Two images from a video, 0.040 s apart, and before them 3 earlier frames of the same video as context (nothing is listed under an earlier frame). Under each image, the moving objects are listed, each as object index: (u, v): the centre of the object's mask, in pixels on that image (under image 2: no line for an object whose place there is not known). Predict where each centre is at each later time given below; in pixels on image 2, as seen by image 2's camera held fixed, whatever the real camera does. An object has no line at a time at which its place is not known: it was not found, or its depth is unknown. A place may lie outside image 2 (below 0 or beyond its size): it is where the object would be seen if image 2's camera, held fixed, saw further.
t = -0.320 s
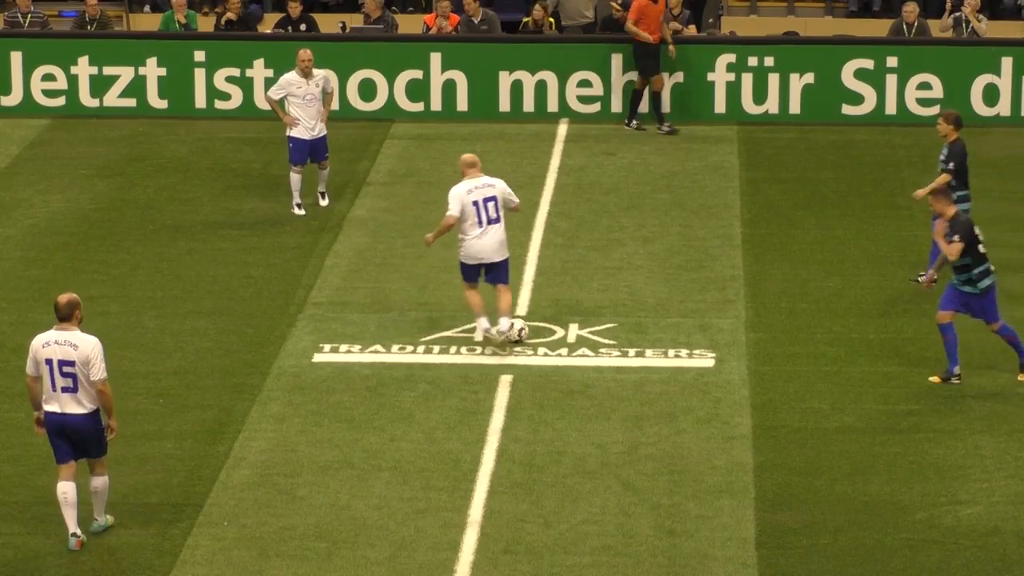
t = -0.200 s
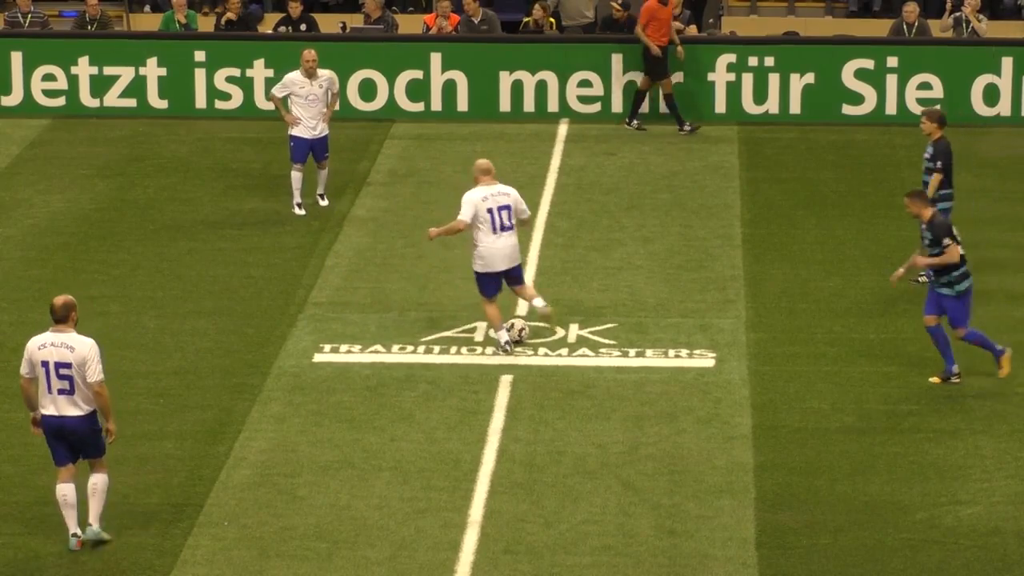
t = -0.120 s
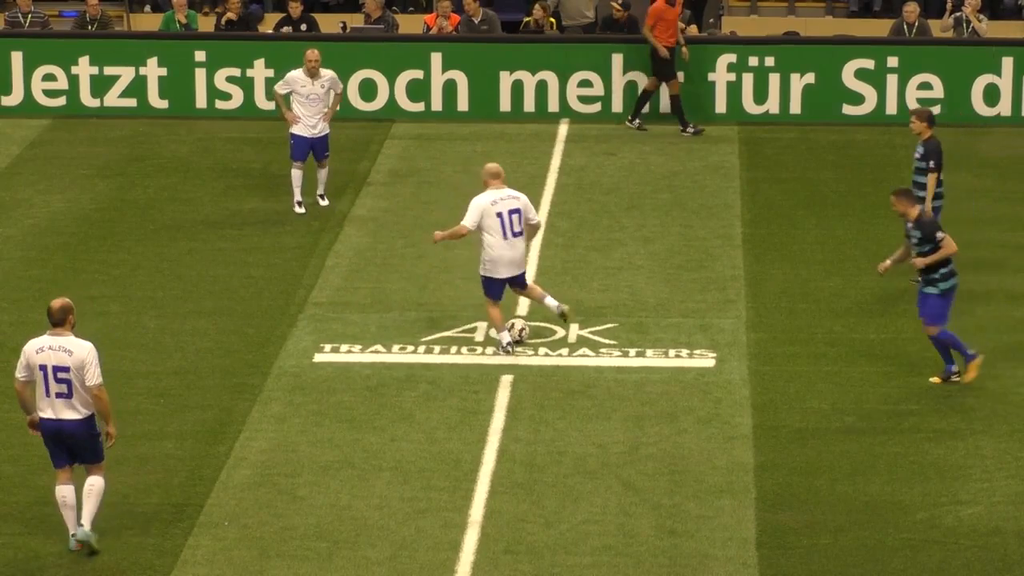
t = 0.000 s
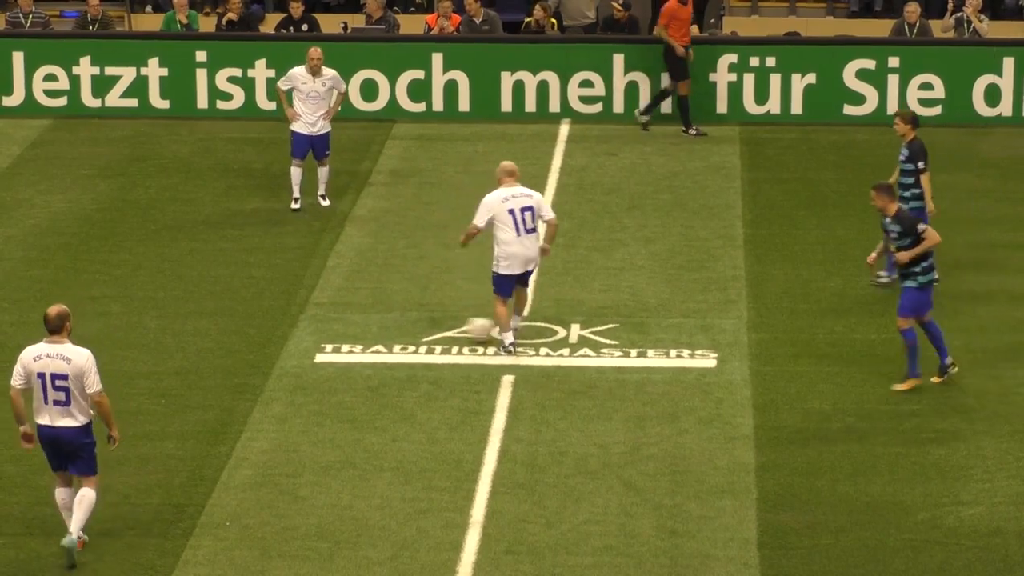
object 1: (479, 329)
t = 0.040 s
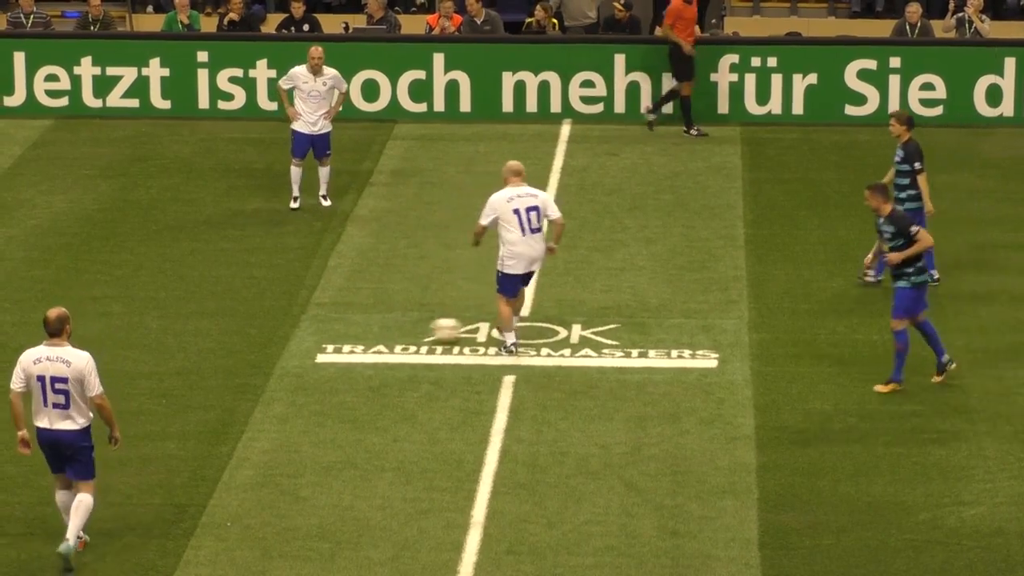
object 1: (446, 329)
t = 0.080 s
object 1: (411, 332)
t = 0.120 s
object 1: (376, 334)
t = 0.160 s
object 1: (345, 334)
